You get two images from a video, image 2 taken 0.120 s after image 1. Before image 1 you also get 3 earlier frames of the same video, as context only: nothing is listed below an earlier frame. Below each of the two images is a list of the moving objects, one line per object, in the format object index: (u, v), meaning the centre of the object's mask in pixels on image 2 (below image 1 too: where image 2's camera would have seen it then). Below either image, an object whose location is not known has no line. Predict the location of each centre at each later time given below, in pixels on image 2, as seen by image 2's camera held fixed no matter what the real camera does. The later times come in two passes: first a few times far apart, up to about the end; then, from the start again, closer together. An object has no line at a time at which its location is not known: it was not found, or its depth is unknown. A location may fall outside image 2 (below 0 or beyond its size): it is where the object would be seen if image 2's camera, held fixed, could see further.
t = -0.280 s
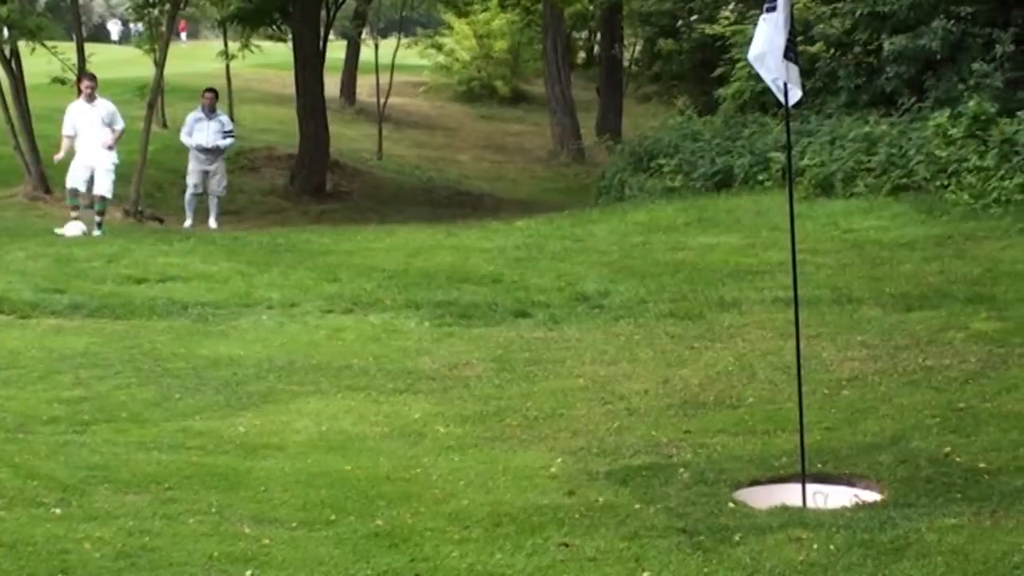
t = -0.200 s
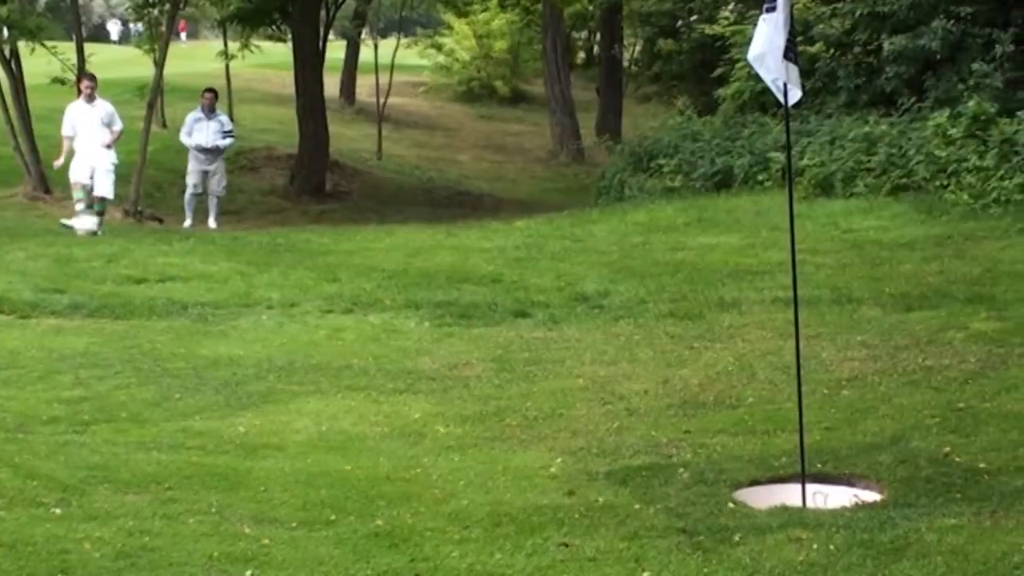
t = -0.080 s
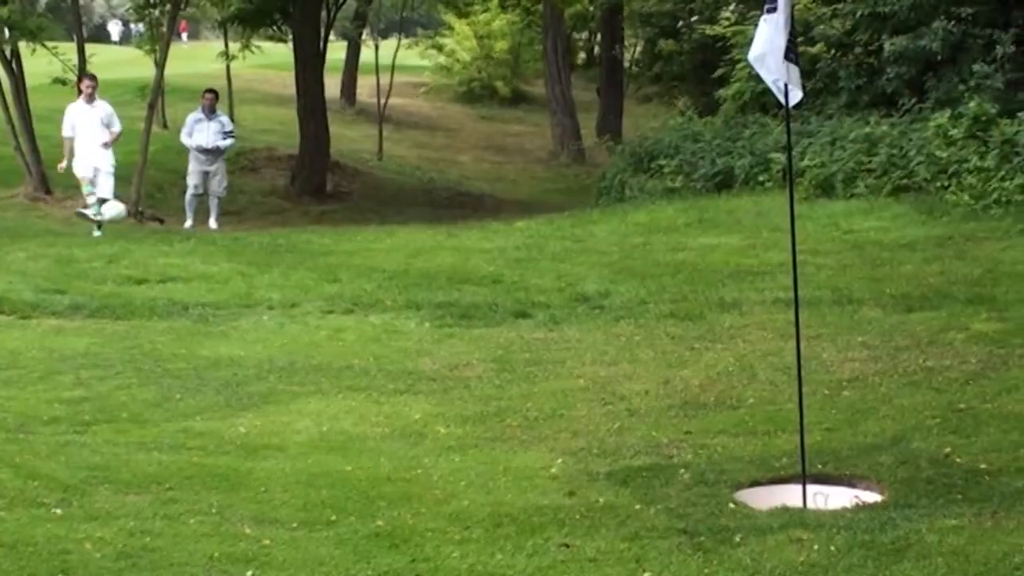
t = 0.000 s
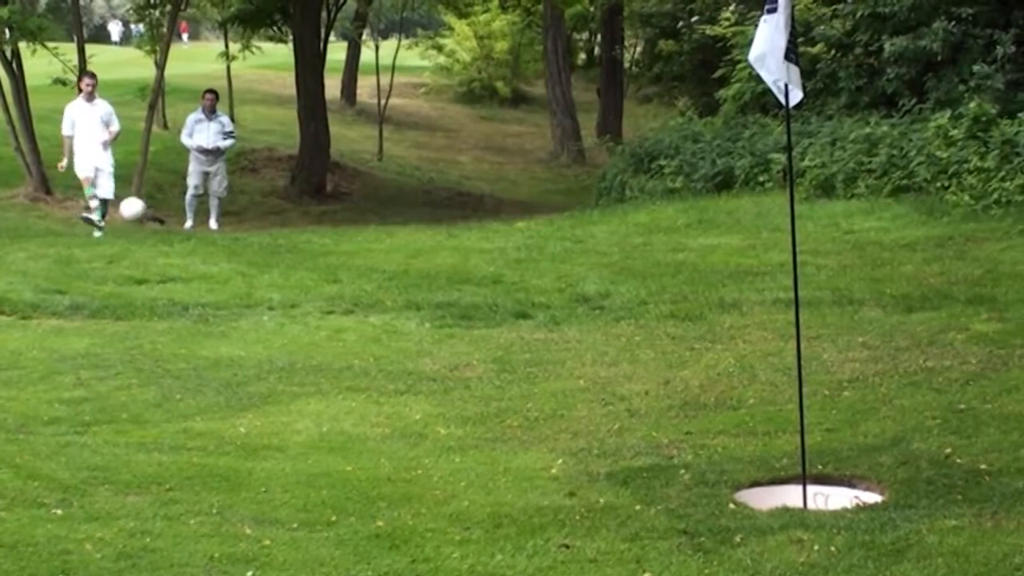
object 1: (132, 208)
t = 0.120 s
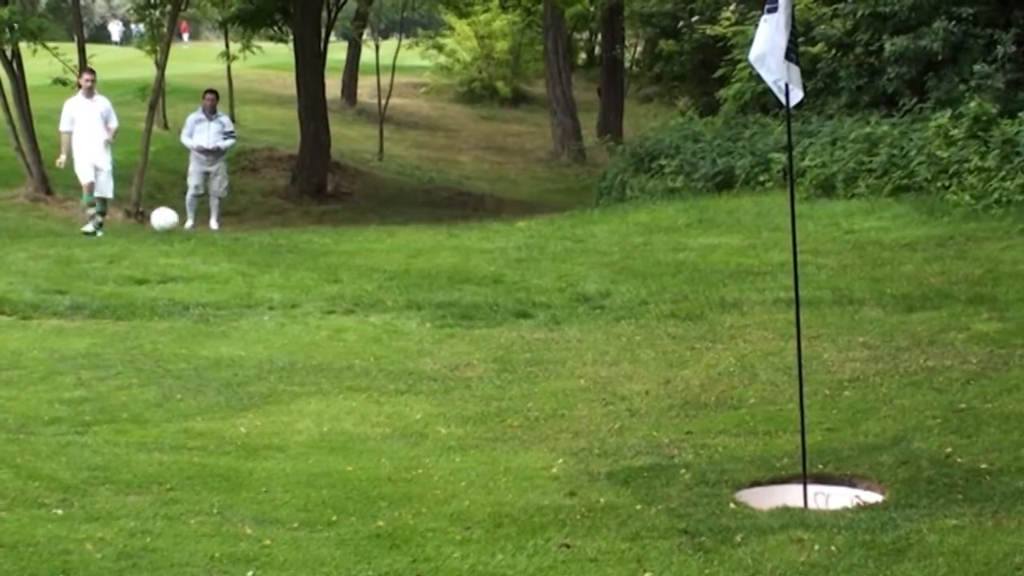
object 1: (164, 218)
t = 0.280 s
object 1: (209, 250)
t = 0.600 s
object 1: (284, 262)
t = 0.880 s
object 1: (356, 279)
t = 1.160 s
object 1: (427, 291)
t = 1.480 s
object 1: (507, 309)
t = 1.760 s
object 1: (580, 318)
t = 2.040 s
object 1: (656, 329)
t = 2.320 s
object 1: (730, 340)
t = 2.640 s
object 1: (808, 351)
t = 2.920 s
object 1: (868, 365)
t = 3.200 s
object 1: (925, 377)
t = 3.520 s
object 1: (980, 392)
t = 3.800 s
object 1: (1012, 404)
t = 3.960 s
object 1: (1023, 410)
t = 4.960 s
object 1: (1014, 448)
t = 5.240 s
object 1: (980, 458)
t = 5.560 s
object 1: (924, 471)
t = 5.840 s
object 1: (872, 478)
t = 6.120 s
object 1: (835, 481)
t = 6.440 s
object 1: (804, 480)
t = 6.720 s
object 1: (786, 479)
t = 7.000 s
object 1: (763, 478)
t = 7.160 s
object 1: (750, 474)
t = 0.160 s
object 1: (175, 226)
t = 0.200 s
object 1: (186, 237)
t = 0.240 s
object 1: (198, 247)
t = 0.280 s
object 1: (209, 250)
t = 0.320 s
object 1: (218, 248)
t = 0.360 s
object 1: (226, 248)
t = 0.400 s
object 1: (235, 248)
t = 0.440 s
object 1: (244, 251)
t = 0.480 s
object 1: (255, 256)
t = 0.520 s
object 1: (264, 260)
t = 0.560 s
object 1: (274, 262)
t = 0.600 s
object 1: (284, 262)
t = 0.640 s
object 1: (293, 265)
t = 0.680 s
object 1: (302, 267)
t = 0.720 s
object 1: (313, 272)
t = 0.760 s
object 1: (324, 276)
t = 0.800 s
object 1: (334, 277)
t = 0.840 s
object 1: (345, 277)
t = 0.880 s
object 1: (356, 279)
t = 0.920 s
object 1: (367, 281)
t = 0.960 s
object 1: (377, 285)
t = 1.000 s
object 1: (388, 286)
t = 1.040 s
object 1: (397, 286)
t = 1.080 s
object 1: (407, 286)
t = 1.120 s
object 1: (418, 289)
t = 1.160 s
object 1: (427, 291)
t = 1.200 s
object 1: (436, 290)
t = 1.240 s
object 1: (447, 291)
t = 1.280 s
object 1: (456, 293)
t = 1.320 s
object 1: (467, 299)
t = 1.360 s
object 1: (477, 302)
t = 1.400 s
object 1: (486, 303)
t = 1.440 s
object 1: (496, 305)
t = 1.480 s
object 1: (507, 309)
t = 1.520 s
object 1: (518, 310)
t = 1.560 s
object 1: (528, 308)
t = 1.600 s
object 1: (538, 310)
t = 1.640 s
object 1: (548, 314)
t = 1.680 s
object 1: (559, 319)
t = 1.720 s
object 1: (569, 317)
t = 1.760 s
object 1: (580, 318)
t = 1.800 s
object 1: (591, 321)
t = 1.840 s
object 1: (602, 324)
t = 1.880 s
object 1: (612, 323)
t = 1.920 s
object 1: (623, 324)
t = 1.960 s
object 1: (633, 327)
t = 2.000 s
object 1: (644, 327)
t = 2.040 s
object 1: (656, 329)
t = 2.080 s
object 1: (667, 331)
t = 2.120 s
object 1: (677, 332)
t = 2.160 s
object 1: (686, 333)
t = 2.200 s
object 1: (698, 336)
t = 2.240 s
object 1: (707, 337)
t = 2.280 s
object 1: (719, 339)
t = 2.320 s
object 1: (730, 340)
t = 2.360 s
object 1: (740, 342)
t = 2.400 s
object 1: (750, 343)
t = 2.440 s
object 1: (760, 344)
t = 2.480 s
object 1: (769, 347)
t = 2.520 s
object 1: (777, 346)
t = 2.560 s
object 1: (788, 348)
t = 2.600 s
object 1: (797, 350)
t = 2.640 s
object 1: (808, 351)
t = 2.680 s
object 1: (817, 353)
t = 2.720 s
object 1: (825, 354)
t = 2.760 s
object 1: (835, 357)
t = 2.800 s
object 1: (844, 360)
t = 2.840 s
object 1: (852, 362)
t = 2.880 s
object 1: (860, 363)
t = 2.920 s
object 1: (868, 365)
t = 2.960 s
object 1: (876, 367)
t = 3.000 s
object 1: (885, 369)
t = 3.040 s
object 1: (894, 371)
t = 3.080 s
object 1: (902, 373)
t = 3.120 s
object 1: (911, 374)
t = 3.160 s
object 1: (918, 376)
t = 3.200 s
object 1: (925, 377)
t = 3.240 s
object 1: (933, 380)
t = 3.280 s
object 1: (941, 382)
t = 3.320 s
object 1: (948, 383)
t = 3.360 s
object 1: (954, 384)
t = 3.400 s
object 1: (961, 385)
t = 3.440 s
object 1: (967, 387)
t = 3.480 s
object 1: (974, 390)
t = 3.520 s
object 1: (980, 392)
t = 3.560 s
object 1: (985, 394)
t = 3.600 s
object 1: (991, 396)
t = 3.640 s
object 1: (996, 398)
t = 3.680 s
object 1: (1001, 400)
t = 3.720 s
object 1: (1005, 401)
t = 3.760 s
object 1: (1008, 402)
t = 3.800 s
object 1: (1012, 404)
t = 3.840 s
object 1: (1015, 406)
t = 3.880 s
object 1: (1018, 407)
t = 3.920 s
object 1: (1020, 408)
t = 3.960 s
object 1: (1023, 410)
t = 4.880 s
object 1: (1020, 445)
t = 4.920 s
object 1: (1018, 447)
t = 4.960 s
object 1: (1014, 448)
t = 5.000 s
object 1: (1011, 449)
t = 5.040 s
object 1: (1006, 450)
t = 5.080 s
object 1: (1002, 452)
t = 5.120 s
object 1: (997, 454)
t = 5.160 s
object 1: (992, 456)
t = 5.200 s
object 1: (987, 457)
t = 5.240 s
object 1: (980, 458)
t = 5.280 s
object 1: (974, 459)
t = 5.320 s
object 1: (967, 460)
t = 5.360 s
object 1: (961, 462)
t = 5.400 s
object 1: (954, 464)
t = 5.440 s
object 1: (947, 465)
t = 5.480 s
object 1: (939, 466)
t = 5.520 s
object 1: (931, 469)
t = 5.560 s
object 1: (924, 471)
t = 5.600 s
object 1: (916, 473)
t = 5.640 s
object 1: (907, 475)
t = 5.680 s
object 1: (899, 474)
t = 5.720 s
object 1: (891, 474)
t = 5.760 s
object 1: (884, 476)
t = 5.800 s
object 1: (877, 477)
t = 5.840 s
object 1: (872, 478)
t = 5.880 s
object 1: (866, 478)
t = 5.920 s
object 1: (860, 479)
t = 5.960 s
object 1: (855, 480)
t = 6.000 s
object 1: (850, 480)
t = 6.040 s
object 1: (845, 480)
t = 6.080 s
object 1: (840, 480)
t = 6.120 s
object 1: (835, 481)
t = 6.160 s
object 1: (830, 481)
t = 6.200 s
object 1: (826, 481)
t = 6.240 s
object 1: (822, 481)
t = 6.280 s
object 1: (818, 481)
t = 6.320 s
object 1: (815, 481)
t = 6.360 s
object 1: (811, 480)
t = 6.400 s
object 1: (807, 480)
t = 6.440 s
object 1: (804, 480)
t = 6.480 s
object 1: (801, 480)
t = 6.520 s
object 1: (799, 480)
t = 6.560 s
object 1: (796, 480)
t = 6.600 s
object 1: (794, 480)
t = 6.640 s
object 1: (791, 479)
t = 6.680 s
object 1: (788, 479)
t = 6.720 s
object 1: (786, 479)
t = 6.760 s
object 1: (783, 479)
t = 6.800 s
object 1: (780, 479)
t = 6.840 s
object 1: (777, 479)
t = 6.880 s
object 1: (774, 479)
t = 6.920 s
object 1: (770, 478)
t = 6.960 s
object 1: (767, 478)
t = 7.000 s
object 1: (763, 478)
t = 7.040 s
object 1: (759, 477)
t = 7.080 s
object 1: (756, 476)
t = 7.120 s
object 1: (753, 475)
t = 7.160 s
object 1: (750, 474)
